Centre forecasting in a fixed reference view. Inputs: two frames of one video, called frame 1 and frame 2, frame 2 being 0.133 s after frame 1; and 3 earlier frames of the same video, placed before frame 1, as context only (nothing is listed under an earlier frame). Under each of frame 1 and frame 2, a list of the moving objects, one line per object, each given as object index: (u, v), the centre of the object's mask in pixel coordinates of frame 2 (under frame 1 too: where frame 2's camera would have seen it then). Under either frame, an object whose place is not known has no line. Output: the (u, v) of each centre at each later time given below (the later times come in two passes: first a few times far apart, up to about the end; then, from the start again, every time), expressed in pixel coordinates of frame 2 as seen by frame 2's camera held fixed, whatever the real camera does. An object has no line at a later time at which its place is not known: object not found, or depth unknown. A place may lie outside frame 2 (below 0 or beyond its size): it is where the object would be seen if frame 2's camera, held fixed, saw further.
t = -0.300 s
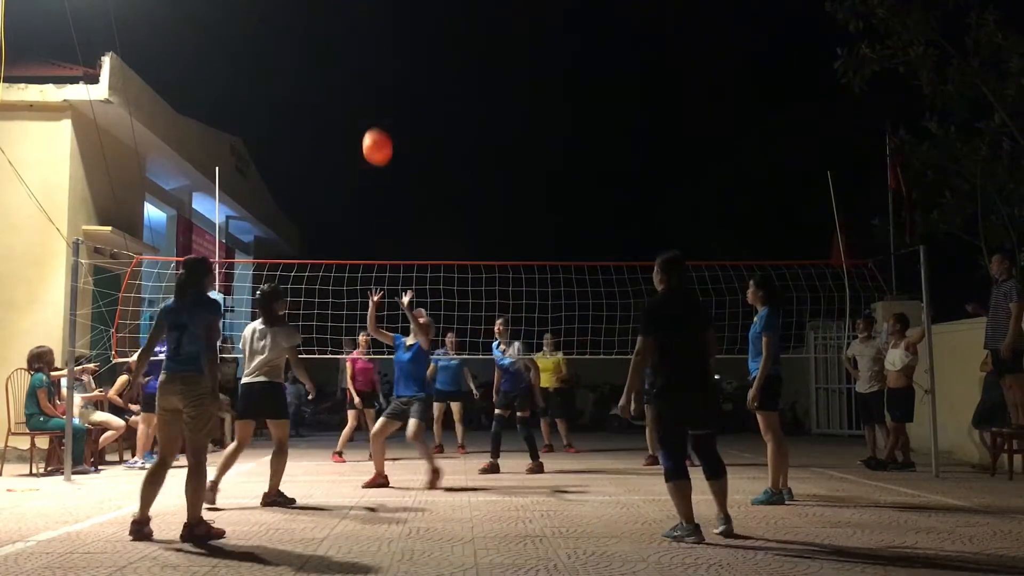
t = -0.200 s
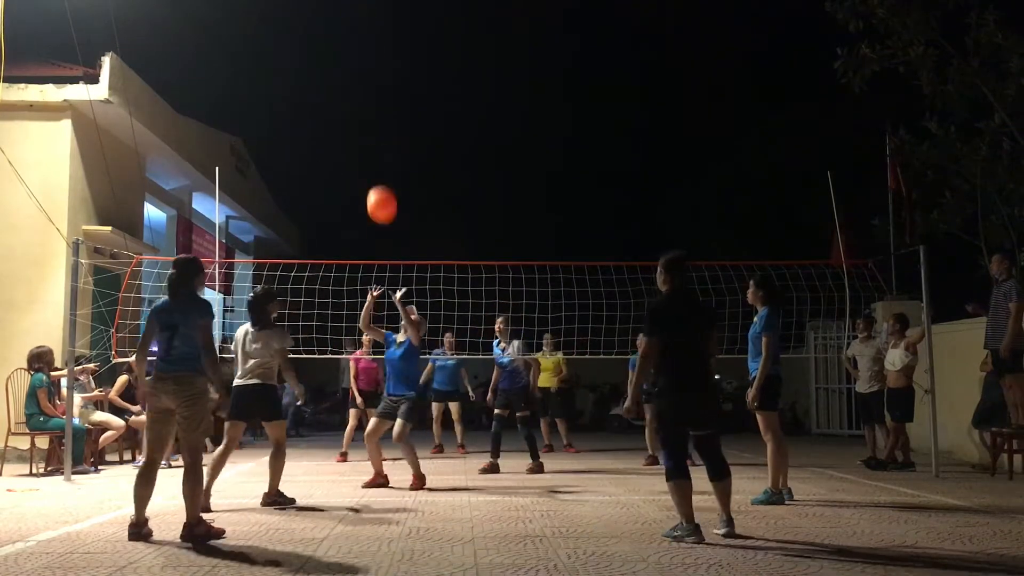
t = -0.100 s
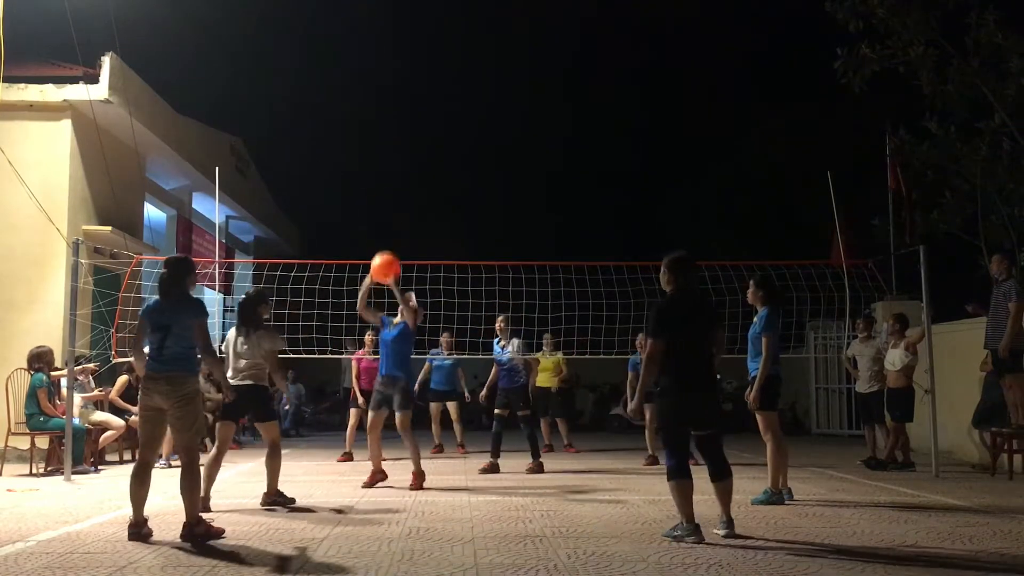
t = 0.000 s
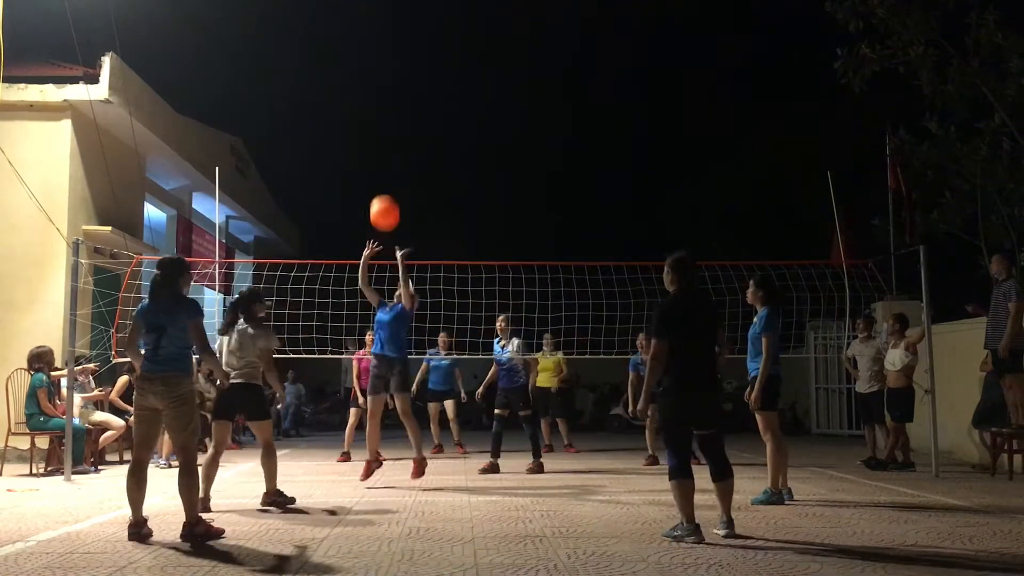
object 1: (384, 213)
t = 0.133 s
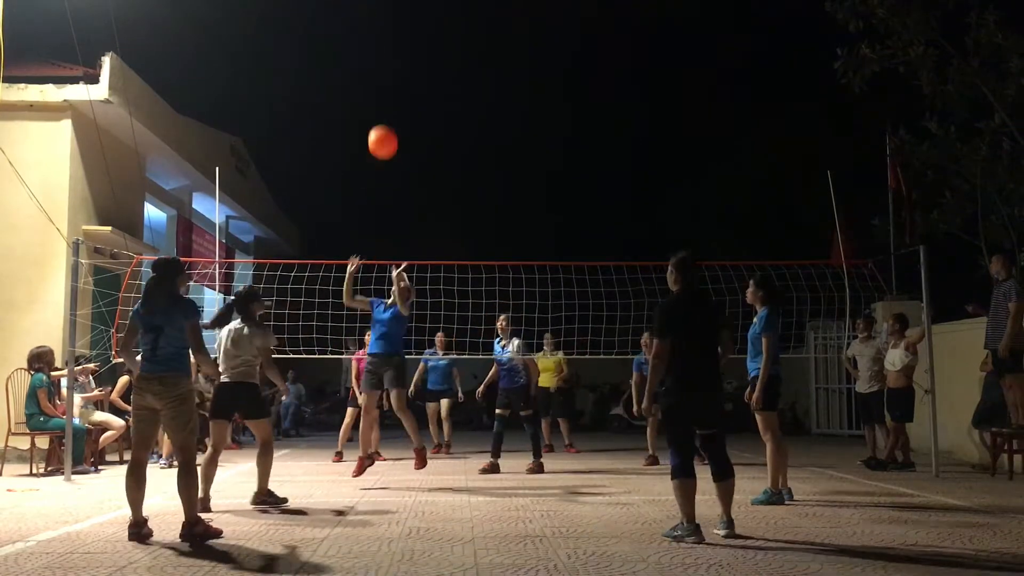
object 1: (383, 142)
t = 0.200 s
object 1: (381, 114)
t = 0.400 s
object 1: (376, 61)
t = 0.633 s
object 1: (369, 55)
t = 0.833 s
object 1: (362, 100)
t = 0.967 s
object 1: (357, 155)
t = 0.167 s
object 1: (382, 127)
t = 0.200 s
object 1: (381, 114)
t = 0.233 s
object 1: (380, 103)
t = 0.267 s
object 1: (380, 91)
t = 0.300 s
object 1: (379, 82)
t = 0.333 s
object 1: (378, 74)
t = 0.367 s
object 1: (377, 67)
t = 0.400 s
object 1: (376, 61)
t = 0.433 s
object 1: (375, 56)
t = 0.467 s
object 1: (374, 53)
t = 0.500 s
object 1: (373, 51)
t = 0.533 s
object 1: (372, 50)
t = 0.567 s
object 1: (370, 51)
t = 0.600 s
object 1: (369, 52)
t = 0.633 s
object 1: (369, 55)
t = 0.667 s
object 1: (367, 60)
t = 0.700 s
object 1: (366, 65)
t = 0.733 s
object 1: (365, 72)
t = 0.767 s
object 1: (364, 80)
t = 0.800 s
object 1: (363, 90)
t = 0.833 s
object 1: (362, 100)
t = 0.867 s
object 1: (361, 112)
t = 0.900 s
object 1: (360, 125)
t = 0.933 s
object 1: (359, 139)
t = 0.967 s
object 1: (357, 155)
